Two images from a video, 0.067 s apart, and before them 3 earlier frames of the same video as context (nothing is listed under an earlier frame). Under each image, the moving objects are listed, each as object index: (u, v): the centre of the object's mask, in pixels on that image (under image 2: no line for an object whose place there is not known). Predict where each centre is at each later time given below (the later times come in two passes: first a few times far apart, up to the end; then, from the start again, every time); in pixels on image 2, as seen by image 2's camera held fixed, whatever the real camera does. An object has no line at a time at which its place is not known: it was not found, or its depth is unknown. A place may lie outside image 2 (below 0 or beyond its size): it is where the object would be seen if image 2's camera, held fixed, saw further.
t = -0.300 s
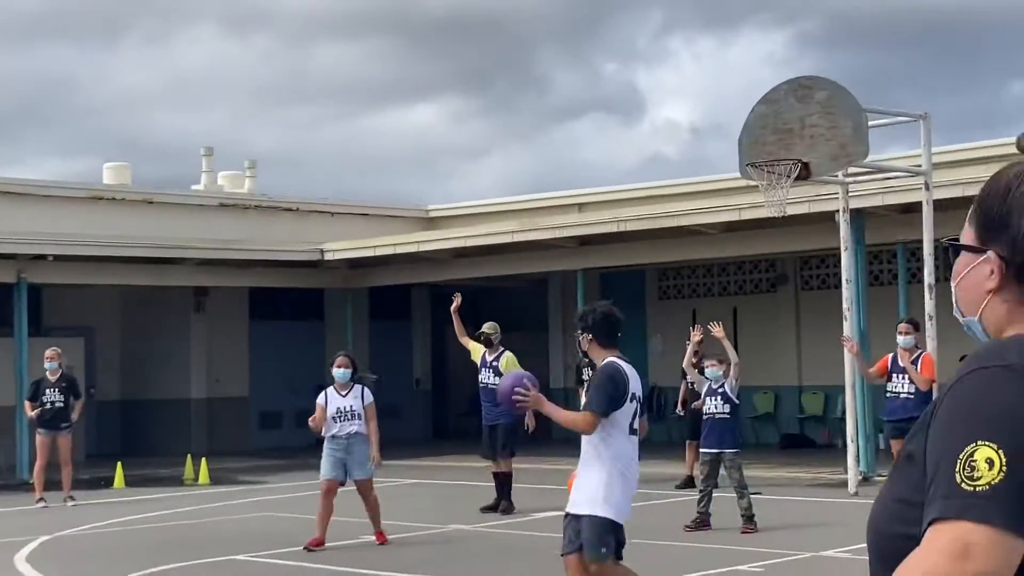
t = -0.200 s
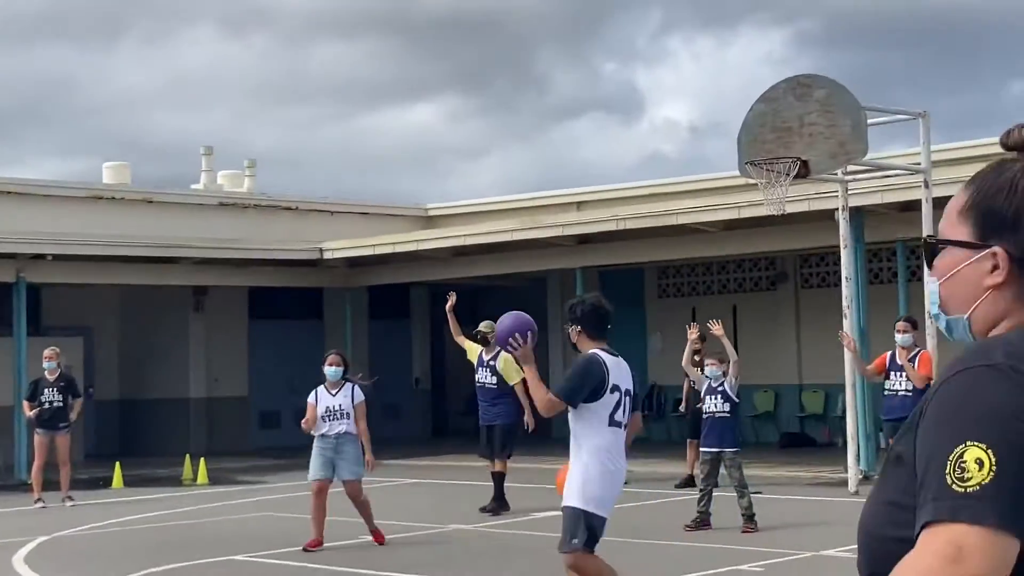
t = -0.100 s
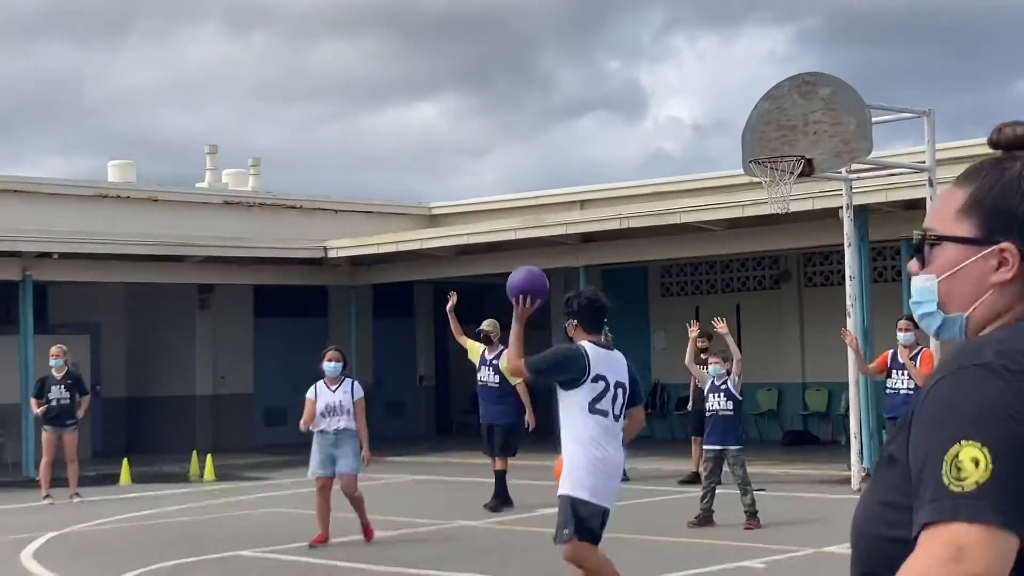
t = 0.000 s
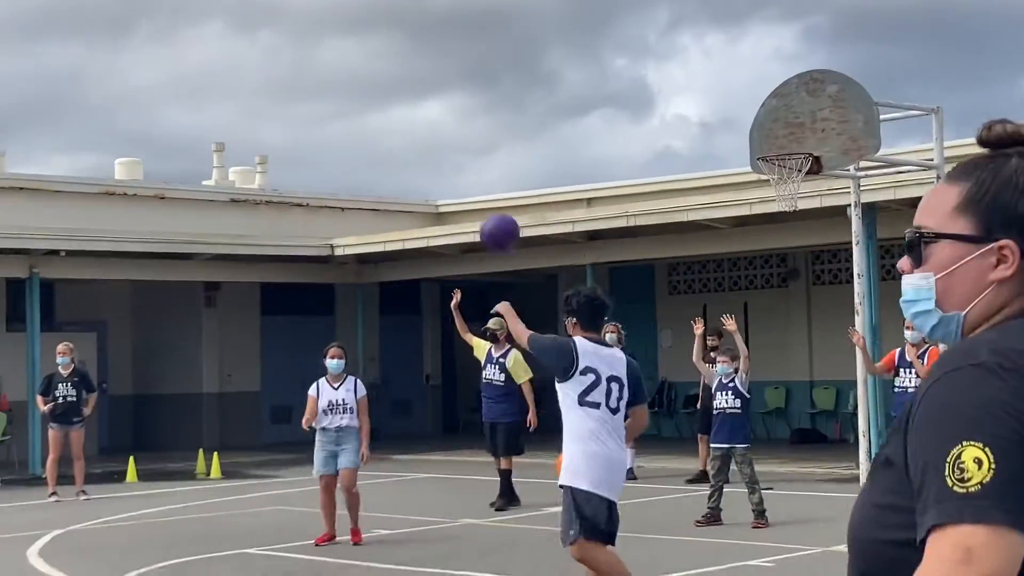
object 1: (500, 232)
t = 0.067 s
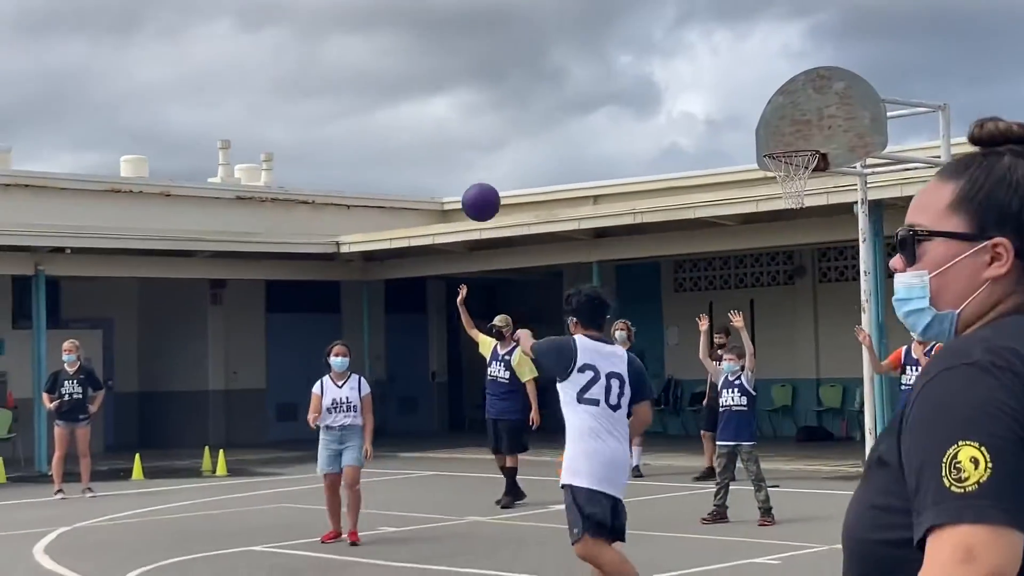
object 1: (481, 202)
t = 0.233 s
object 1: (429, 174)
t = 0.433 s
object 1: (381, 202)
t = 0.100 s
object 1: (470, 192)
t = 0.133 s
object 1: (458, 184)
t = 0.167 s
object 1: (448, 179)
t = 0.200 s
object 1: (438, 176)
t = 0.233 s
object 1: (429, 174)
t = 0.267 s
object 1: (420, 175)
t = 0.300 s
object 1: (411, 177)
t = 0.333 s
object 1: (403, 181)
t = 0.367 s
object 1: (395, 186)
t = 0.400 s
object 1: (388, 193)
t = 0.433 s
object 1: (381, 202)
